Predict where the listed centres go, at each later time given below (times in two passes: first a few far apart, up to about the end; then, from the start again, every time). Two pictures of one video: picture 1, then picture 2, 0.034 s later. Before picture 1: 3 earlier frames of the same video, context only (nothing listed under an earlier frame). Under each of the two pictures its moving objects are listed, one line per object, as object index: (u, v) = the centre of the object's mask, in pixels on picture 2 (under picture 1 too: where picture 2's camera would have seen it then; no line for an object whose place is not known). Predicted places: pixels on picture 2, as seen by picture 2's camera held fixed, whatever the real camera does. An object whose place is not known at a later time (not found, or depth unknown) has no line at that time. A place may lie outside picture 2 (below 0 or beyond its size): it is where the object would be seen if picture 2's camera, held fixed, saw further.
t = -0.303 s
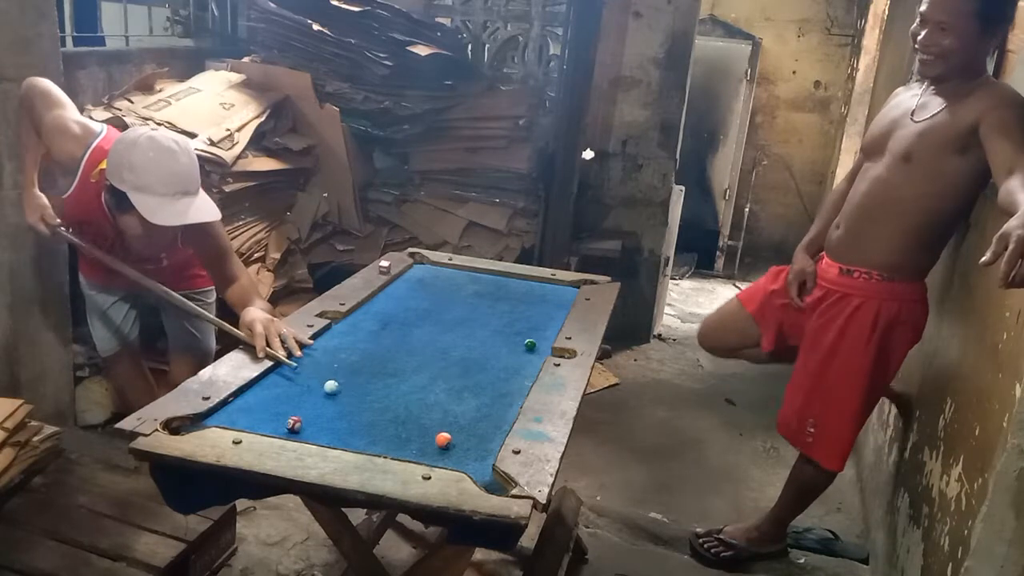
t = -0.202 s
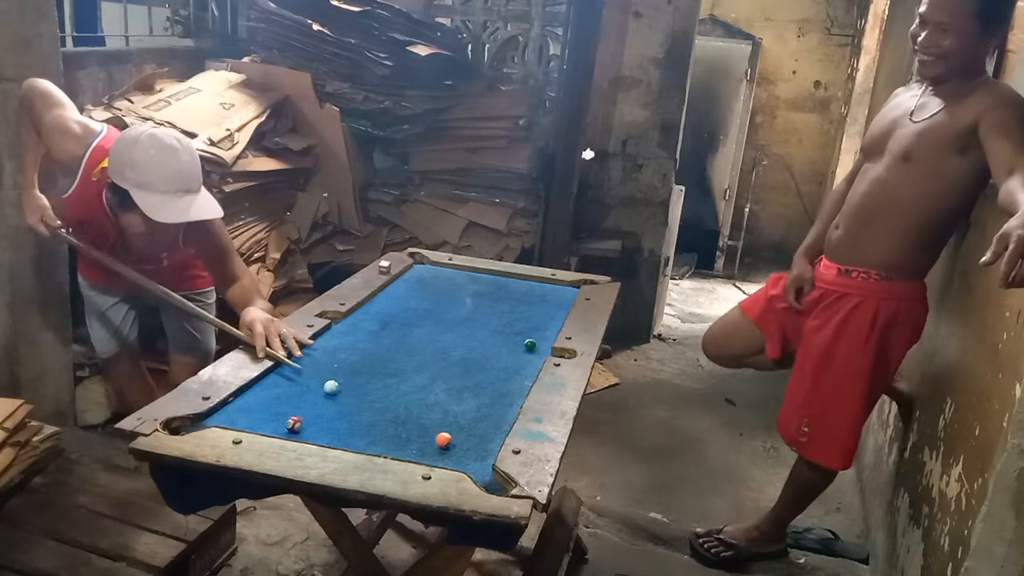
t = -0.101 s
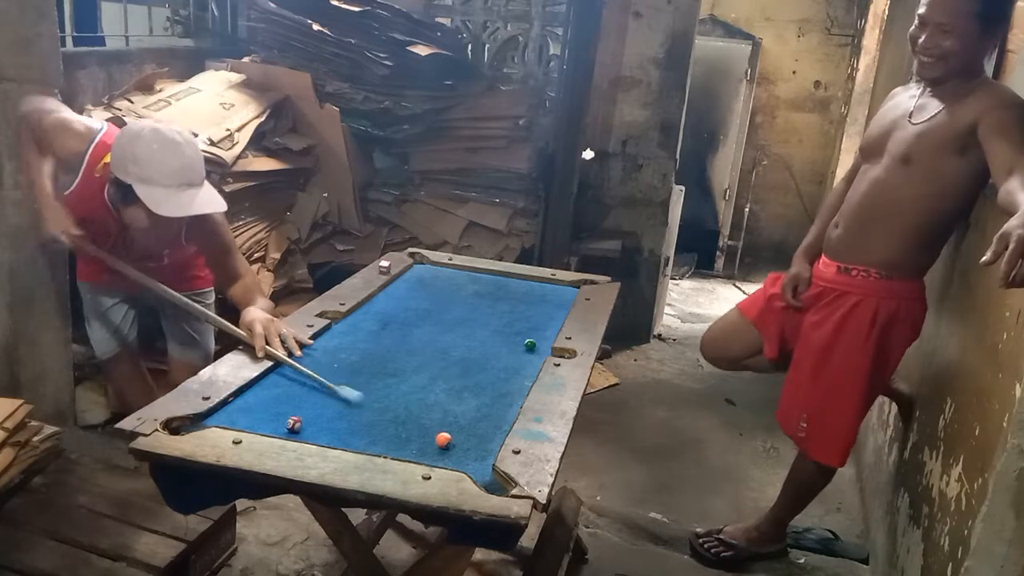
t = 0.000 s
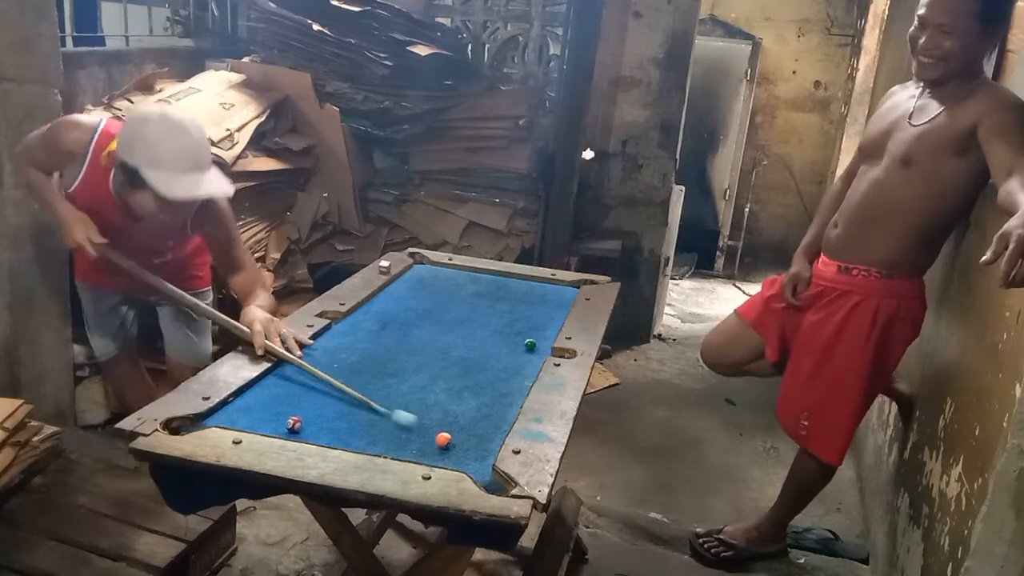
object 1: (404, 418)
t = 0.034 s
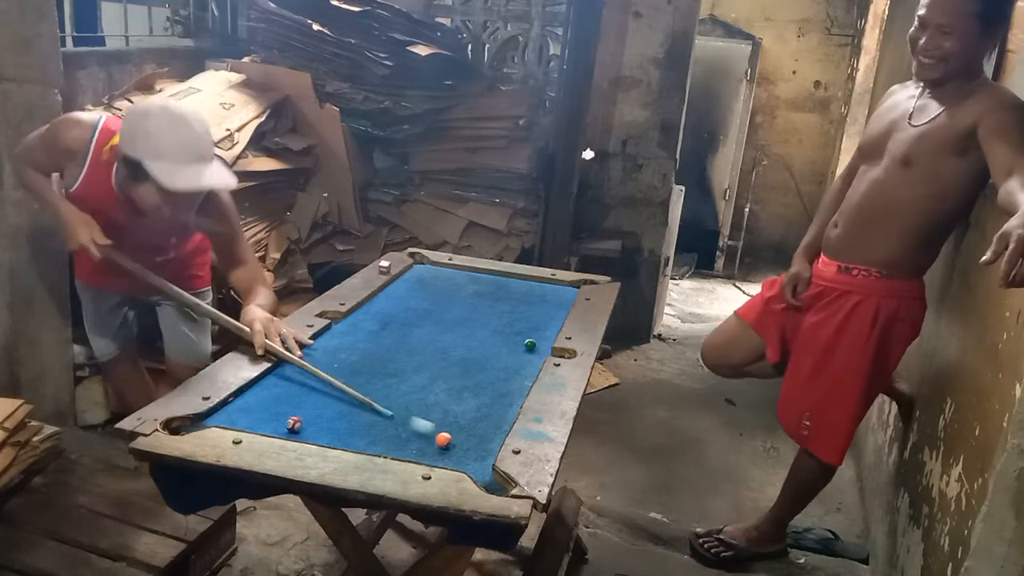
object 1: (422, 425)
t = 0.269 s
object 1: (484, 437)
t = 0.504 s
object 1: (454, 430)
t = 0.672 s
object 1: (444, 426)
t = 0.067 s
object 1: (437, 429)
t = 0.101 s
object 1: (452, 433)
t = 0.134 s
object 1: (465, 436)
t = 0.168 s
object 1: (478, 437)
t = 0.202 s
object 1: (491, 439)
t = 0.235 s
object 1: (491, 437)
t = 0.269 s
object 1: (484, 437)
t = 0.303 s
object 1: (478, 435)
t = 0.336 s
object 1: (474, 435)
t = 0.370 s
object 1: (469, 434)
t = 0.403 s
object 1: (465, 433)
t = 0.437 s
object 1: (461, 432)
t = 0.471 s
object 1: (457, 431)
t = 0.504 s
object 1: (454, 430)
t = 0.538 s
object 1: (451, 429)
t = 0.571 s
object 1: (449, 428)
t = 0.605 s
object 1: (446, 428)
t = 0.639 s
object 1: (445, 427)
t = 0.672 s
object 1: (444, 426)
